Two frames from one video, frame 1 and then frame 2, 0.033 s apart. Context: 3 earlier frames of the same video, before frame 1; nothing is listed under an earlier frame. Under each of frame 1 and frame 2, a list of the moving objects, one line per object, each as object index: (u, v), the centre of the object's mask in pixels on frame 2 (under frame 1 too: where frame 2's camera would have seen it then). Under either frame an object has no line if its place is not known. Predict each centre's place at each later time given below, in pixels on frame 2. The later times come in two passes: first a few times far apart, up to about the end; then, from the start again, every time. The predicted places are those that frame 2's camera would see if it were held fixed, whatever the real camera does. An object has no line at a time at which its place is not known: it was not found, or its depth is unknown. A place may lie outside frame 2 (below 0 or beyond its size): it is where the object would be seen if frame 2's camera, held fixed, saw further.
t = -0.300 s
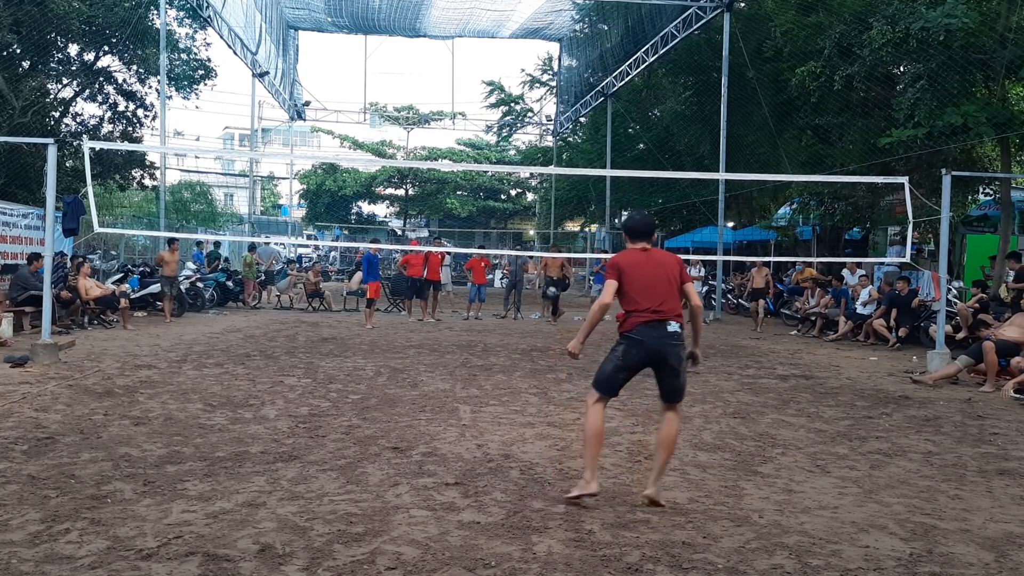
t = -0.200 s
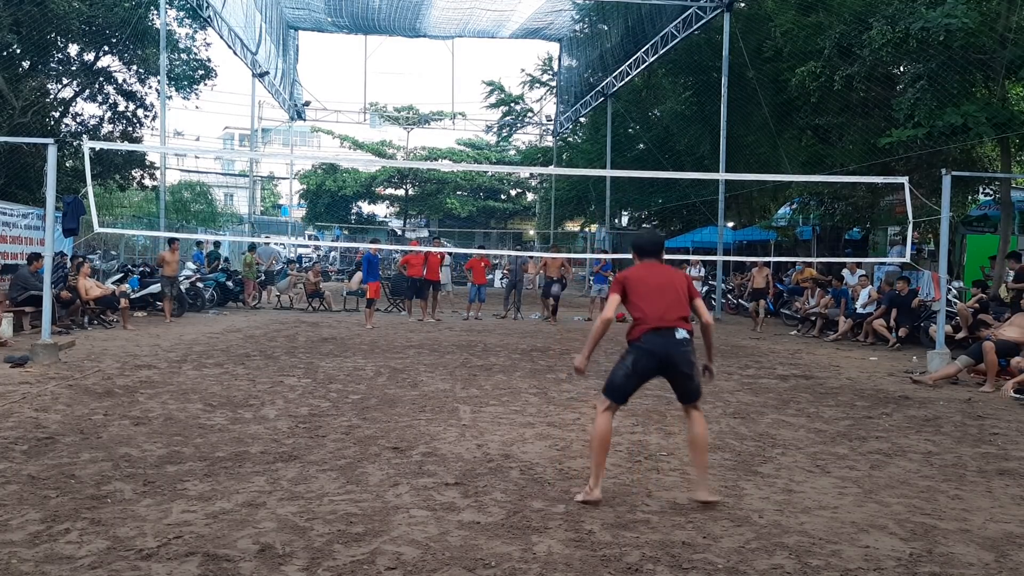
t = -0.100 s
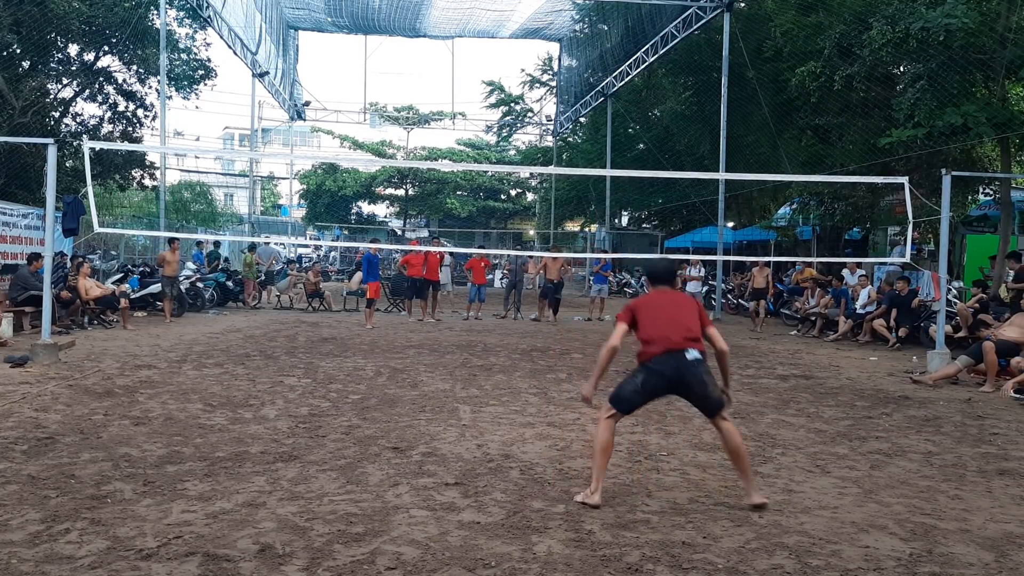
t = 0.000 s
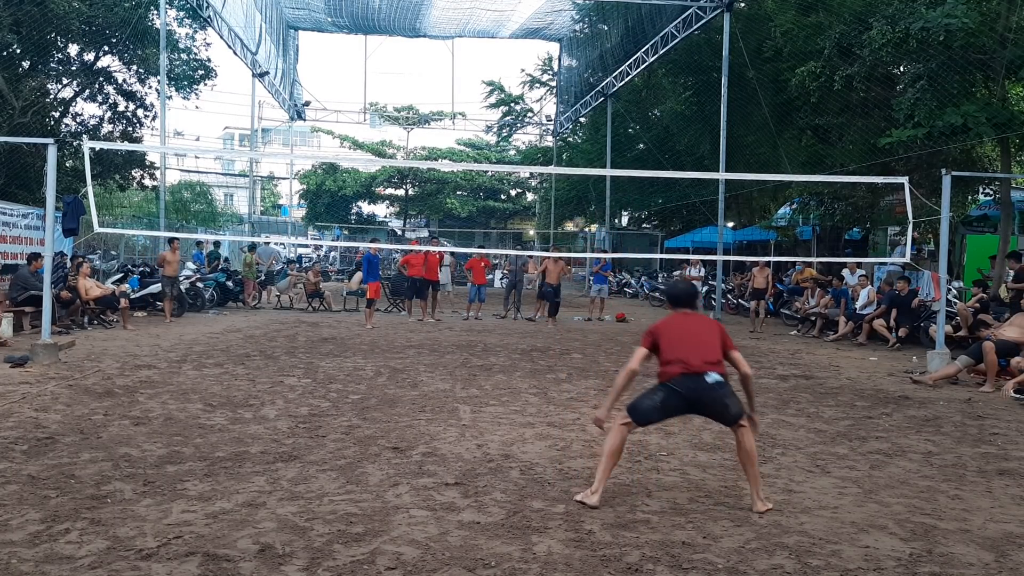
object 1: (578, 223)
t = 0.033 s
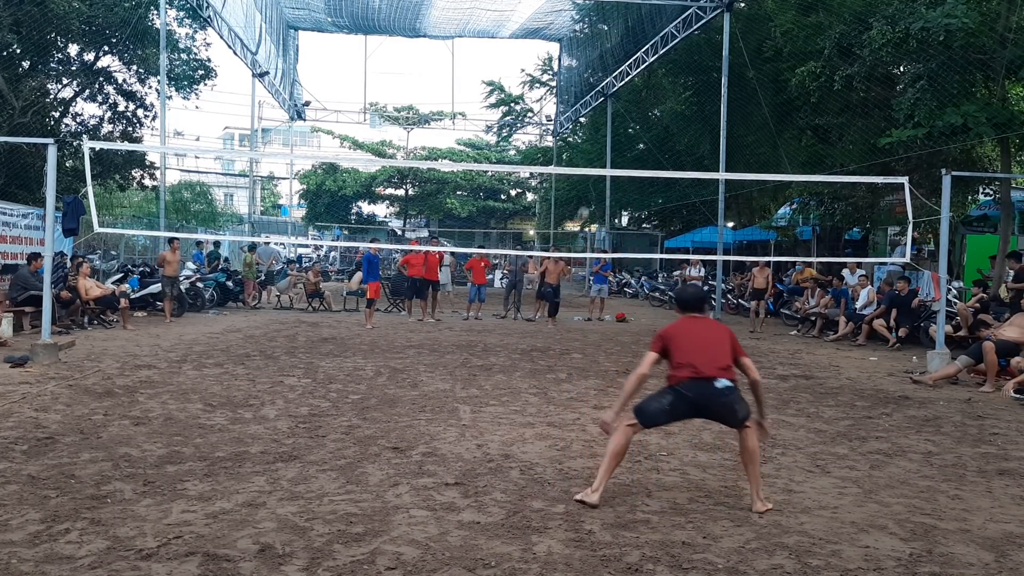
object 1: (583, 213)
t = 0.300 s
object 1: (626, 139)
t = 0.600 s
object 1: (698, 88)
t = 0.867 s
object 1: (793, 96)
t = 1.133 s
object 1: (936, 202)
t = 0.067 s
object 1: (588, 203)
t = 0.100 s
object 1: (592, 193)
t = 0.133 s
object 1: (597, 183)
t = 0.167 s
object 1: (602, 168)
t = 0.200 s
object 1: (608, 163)
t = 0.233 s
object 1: (614, 155)
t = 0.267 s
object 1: (620, 147)
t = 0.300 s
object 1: (626, 139)
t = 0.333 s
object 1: (632, 131)
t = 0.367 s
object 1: (638, 125)
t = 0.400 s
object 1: (646, 118)
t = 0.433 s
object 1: (654, 112)
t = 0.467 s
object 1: (661, 106)
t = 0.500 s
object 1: (670, 101)
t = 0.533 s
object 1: (679, 96)
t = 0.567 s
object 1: (688, 92)
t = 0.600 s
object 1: (698, 88)
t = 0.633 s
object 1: (708, 86)
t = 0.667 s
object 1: (718, 84)
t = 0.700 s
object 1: (730, 84)
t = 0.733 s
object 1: (740, 85)
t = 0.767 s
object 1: (753, 85)
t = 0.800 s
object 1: (766, 88)
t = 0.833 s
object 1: (779, 91)
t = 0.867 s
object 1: (793, 96)
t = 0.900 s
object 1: (808, 102)
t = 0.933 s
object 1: (823, 109)
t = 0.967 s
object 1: (839, 118)
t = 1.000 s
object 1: (857, 130)
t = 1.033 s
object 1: (874, 144)
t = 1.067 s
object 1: (894, 161)
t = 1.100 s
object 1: (915, 181)
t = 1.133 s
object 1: (936, 202)
